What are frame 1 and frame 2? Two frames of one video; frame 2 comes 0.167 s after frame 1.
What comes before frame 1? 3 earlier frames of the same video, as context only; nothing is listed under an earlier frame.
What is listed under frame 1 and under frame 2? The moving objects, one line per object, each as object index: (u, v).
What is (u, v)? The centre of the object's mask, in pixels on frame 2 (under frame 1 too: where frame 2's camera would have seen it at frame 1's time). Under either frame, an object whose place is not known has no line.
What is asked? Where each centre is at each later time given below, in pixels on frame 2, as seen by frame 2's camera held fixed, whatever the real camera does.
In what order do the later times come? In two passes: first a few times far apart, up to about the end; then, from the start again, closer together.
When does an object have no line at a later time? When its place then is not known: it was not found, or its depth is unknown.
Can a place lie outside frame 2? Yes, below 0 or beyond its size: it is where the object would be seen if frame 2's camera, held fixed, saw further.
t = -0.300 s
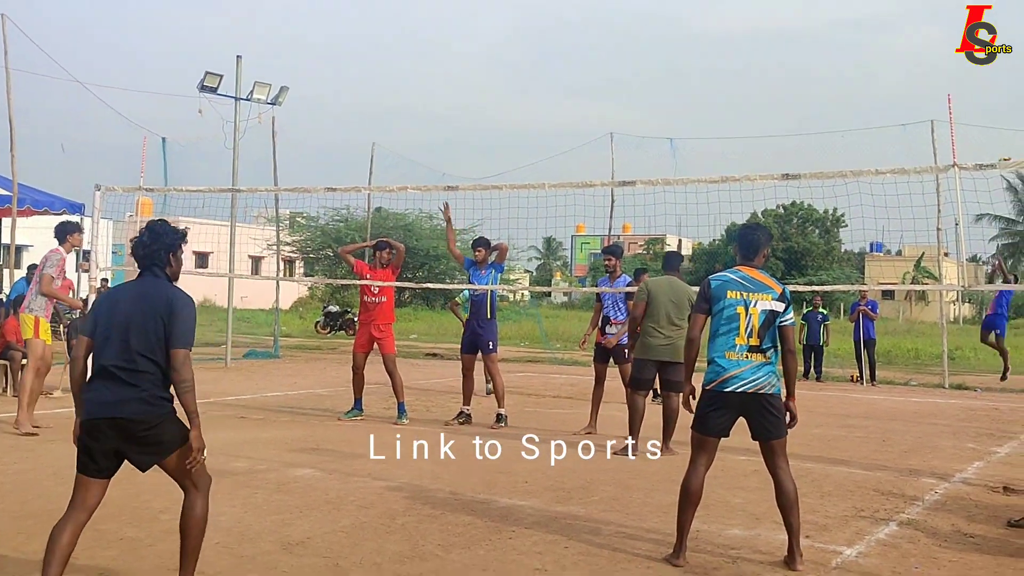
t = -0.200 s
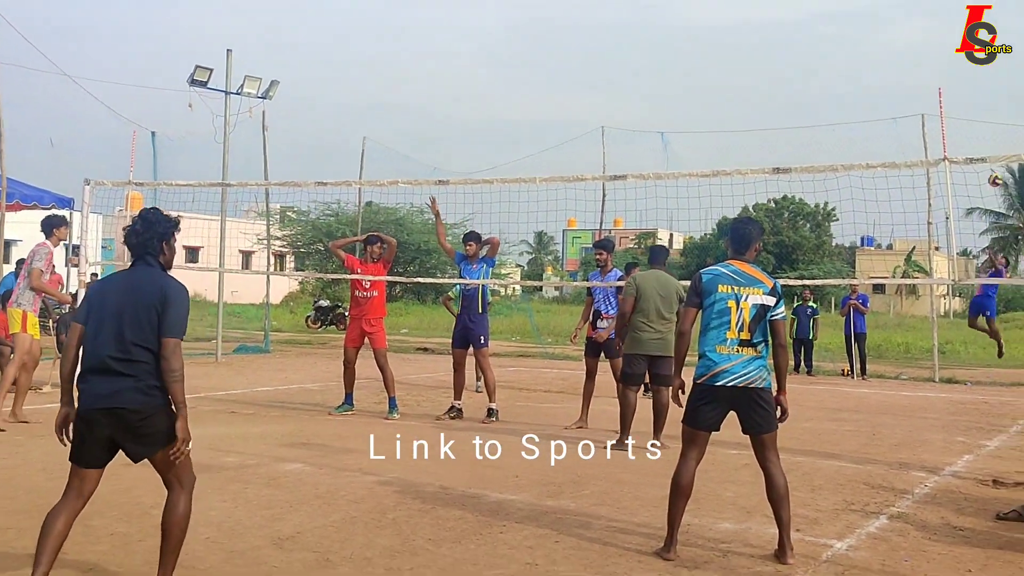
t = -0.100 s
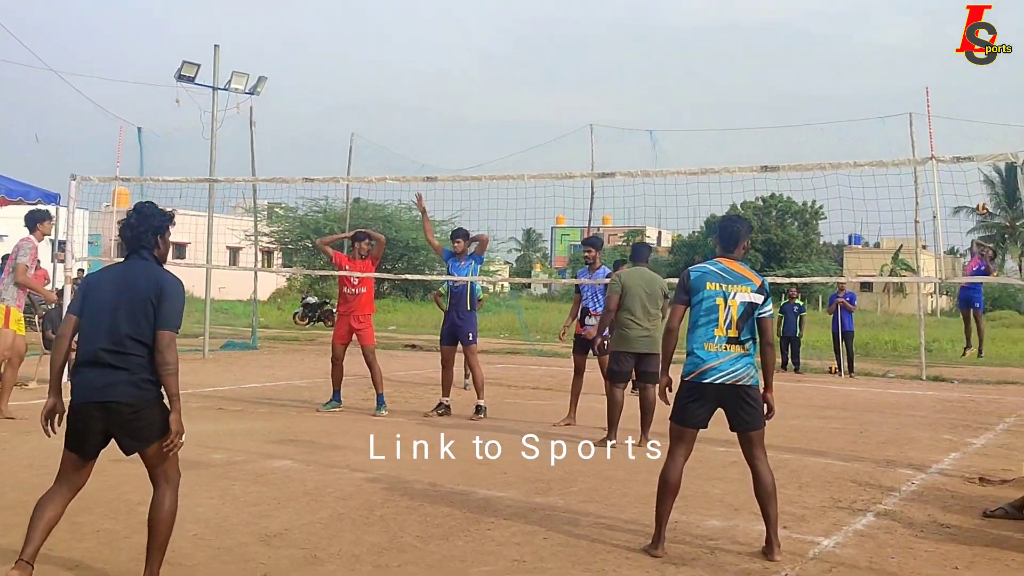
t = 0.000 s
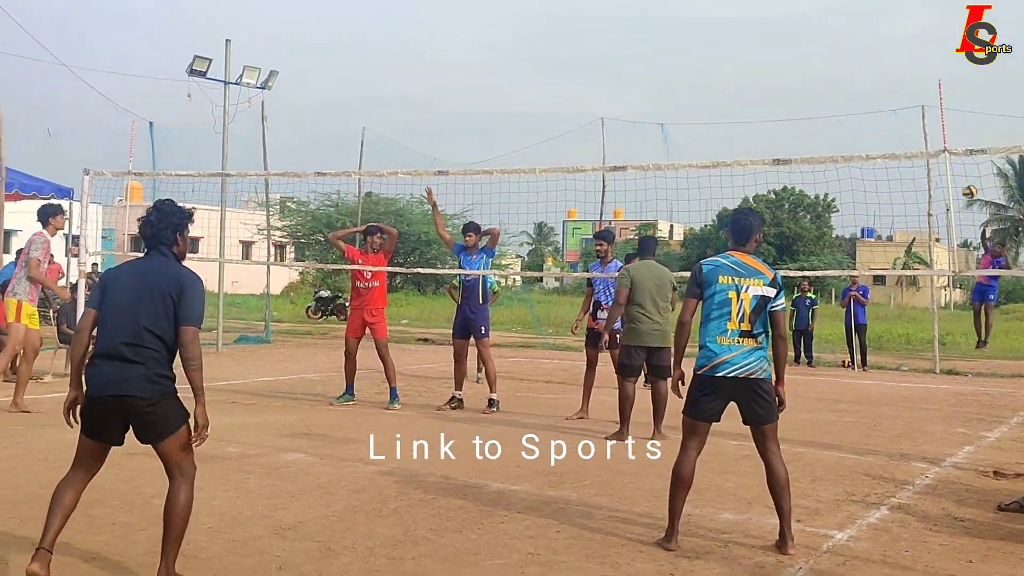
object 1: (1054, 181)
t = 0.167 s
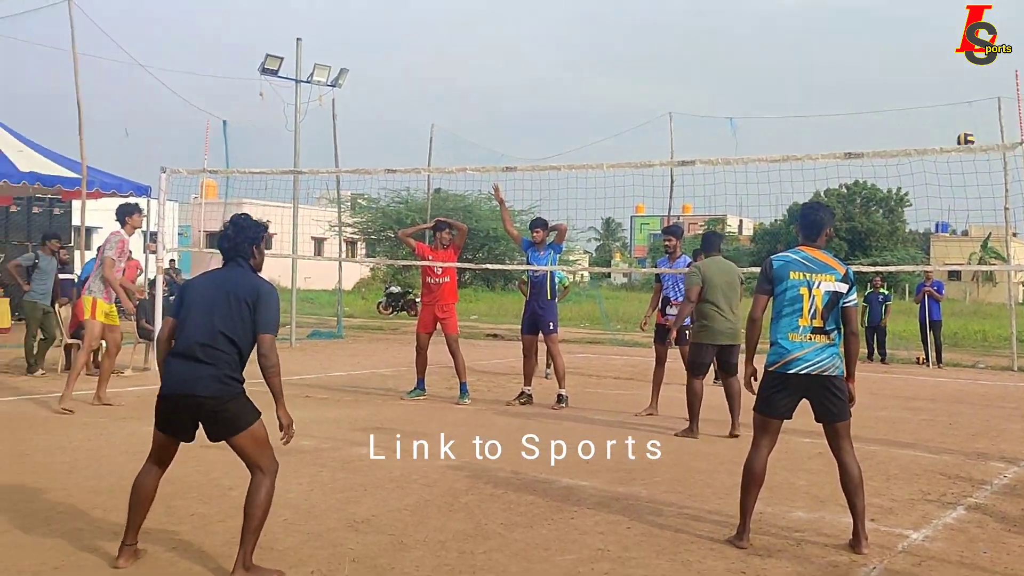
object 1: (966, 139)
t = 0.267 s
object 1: (901, 126)
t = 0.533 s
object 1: (676, 145)
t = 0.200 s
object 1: (945, 135)
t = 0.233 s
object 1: (924, 130)
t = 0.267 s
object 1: (901, 126)
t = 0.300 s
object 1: (878, 124)
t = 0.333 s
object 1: (853, 123)
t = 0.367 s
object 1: (827, 122)
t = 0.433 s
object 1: (772, 125)
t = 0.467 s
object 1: (742, 130)
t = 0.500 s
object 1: (710, 136)
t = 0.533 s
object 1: (676, 145)
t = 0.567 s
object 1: (642, 154)
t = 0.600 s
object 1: (602, 170)
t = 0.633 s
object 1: (559, 189)
